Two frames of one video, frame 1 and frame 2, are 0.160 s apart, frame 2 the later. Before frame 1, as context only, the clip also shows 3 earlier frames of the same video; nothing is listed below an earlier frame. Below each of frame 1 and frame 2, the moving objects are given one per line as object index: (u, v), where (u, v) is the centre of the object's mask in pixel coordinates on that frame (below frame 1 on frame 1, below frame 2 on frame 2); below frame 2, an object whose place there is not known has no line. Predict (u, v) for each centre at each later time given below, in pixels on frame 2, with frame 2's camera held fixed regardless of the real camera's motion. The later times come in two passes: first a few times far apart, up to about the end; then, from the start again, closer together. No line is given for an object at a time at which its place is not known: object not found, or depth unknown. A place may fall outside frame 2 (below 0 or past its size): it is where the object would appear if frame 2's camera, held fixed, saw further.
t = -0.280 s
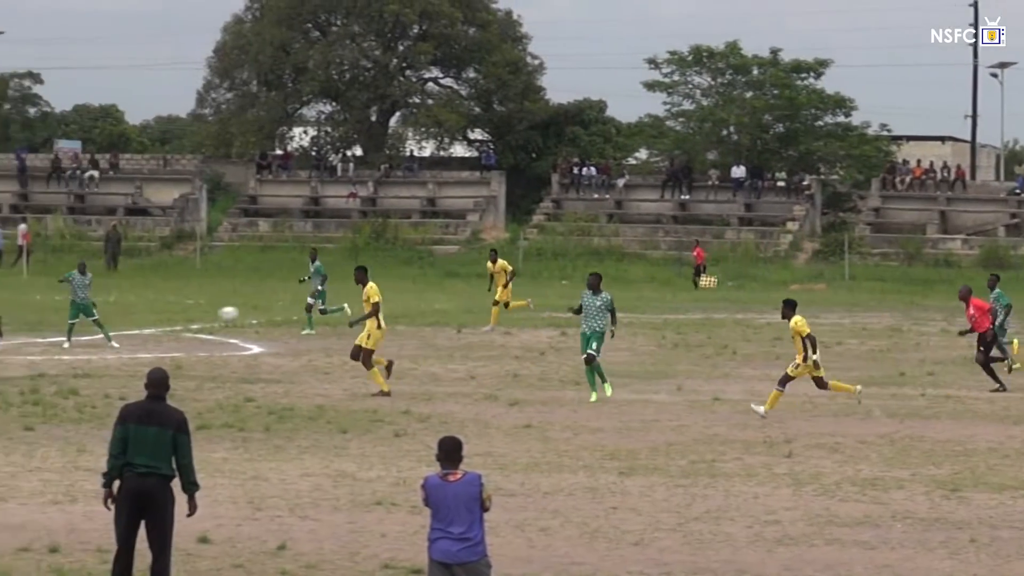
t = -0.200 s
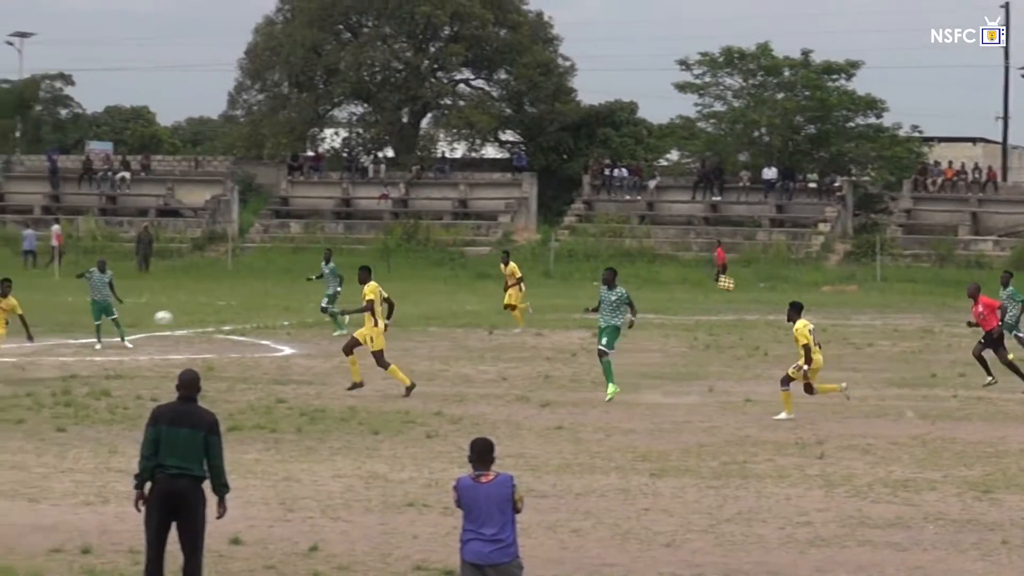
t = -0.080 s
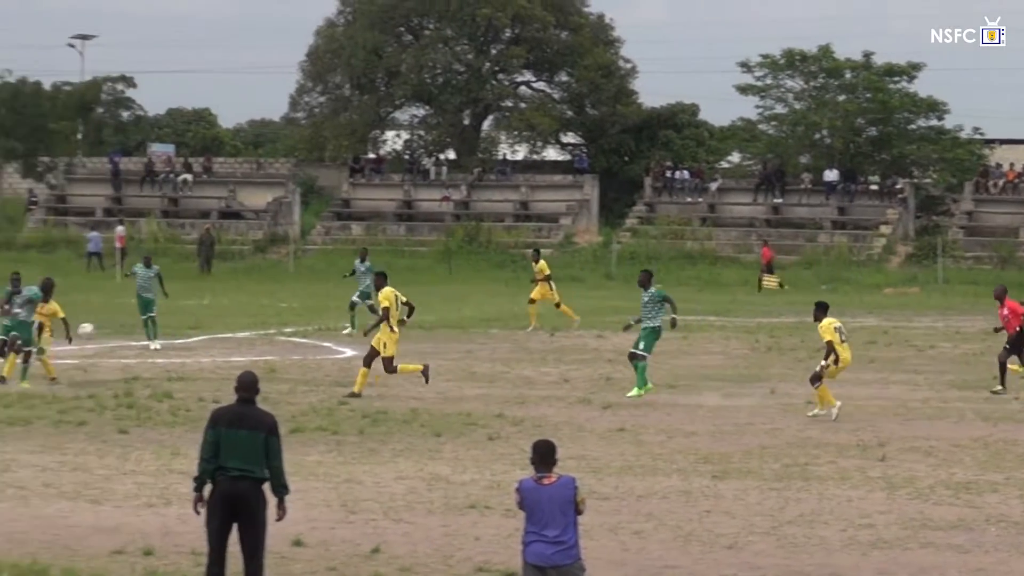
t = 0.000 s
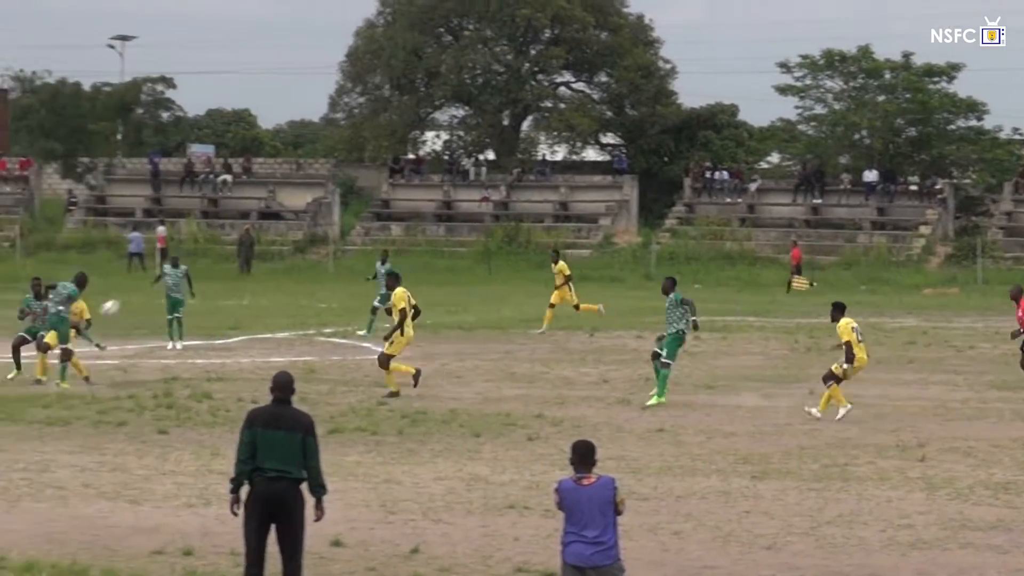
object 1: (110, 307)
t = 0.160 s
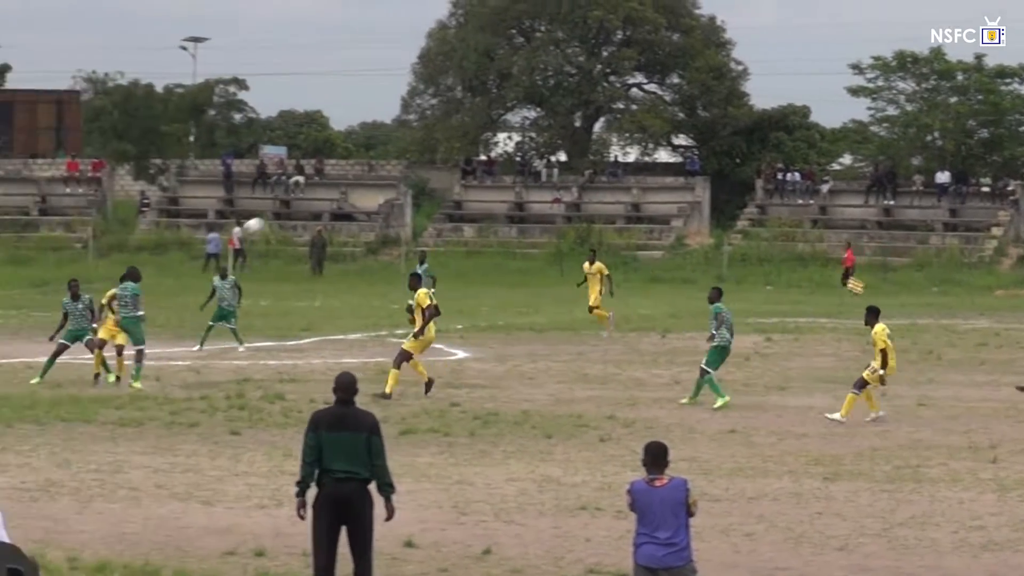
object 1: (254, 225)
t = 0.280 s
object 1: (305, 174)
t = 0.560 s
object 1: (427, 91)
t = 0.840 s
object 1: (547, 62)
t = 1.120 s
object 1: (670, 86)
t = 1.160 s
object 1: (688, 94)
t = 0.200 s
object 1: (270, 209)
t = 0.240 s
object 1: (288, 191)
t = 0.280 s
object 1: (305, 174)
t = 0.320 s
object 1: (322, 158)
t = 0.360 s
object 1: (340, 146)
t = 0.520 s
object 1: (410, 99)
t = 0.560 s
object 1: (427, 91)
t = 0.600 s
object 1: (444, 83)
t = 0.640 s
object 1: (461, 77)
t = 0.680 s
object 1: (478, 72)
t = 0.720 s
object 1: (496, 68)
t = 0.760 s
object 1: (513, 65)
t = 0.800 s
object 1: (530, 62)
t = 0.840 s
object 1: (547, 62)
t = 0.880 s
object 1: (565, 62)
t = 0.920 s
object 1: (582, 63)
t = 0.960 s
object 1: (603, 65)
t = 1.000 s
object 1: (616, 69)
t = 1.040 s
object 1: (635, 74)
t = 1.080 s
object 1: (652, 79)
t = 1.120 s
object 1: (670, 86)
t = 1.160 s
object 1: (688, 94)
